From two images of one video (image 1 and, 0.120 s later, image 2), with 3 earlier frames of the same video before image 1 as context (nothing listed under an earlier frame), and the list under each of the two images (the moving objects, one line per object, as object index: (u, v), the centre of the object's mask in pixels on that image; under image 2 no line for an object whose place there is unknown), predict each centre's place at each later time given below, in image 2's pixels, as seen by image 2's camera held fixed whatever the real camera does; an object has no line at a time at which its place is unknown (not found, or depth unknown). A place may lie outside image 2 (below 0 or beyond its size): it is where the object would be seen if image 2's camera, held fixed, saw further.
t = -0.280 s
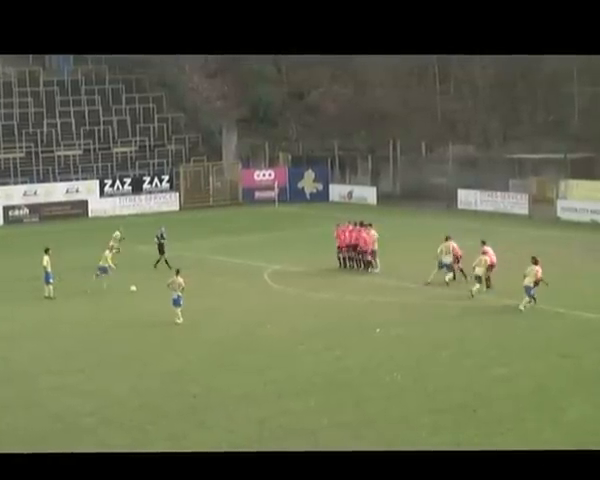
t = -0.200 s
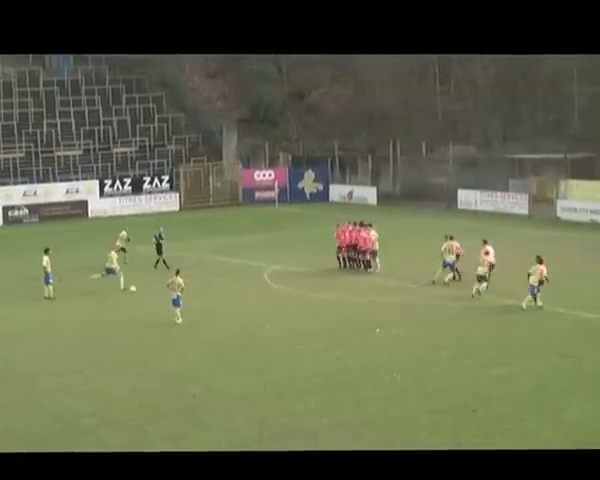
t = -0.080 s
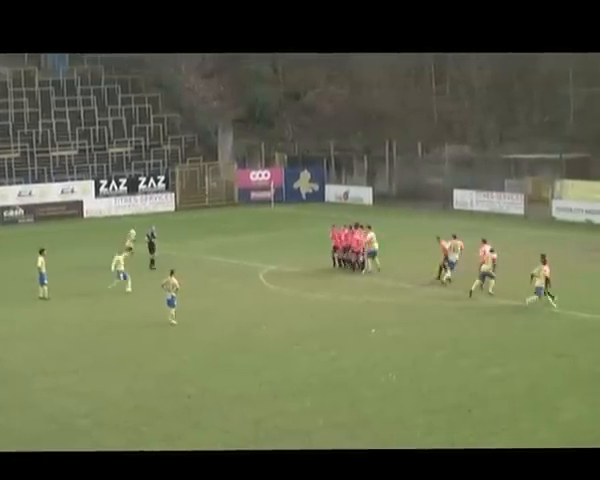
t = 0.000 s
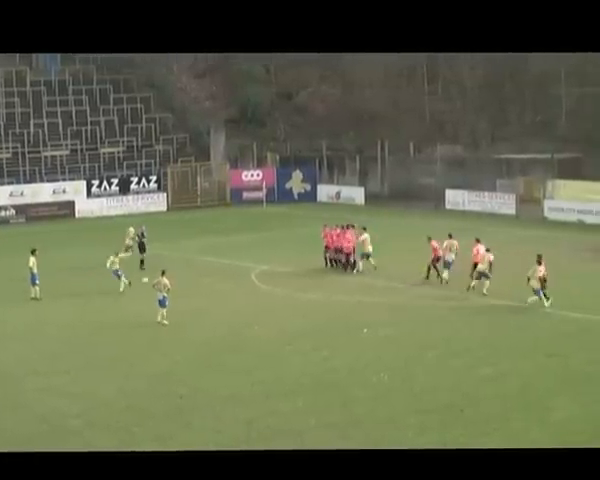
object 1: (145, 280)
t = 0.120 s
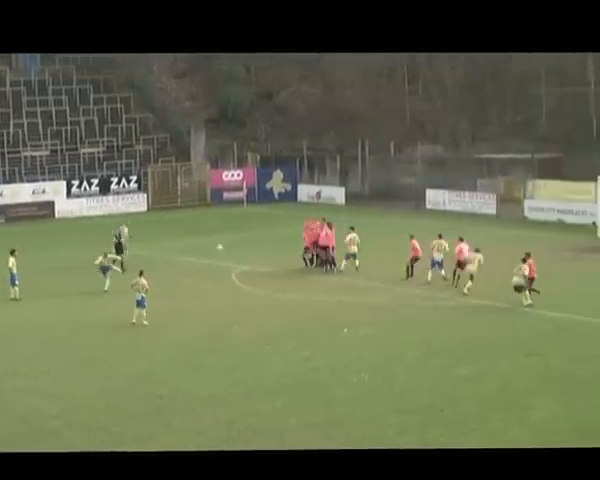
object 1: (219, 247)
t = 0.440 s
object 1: (404, 197)
